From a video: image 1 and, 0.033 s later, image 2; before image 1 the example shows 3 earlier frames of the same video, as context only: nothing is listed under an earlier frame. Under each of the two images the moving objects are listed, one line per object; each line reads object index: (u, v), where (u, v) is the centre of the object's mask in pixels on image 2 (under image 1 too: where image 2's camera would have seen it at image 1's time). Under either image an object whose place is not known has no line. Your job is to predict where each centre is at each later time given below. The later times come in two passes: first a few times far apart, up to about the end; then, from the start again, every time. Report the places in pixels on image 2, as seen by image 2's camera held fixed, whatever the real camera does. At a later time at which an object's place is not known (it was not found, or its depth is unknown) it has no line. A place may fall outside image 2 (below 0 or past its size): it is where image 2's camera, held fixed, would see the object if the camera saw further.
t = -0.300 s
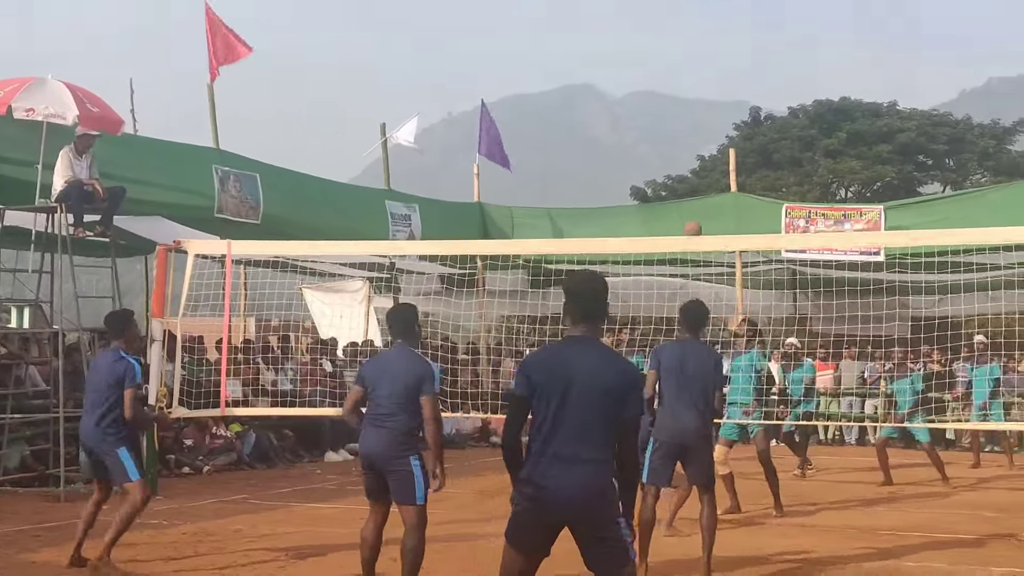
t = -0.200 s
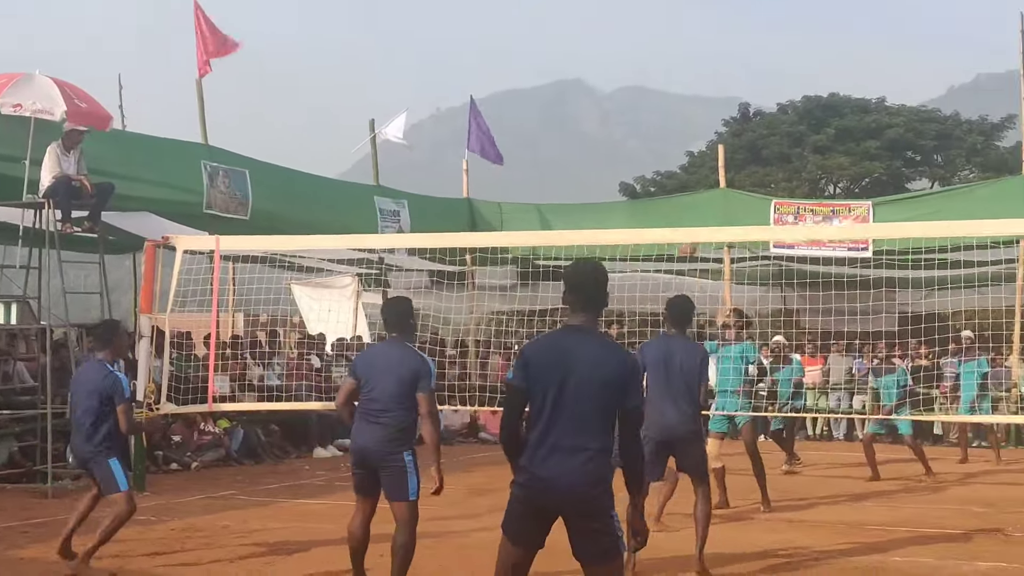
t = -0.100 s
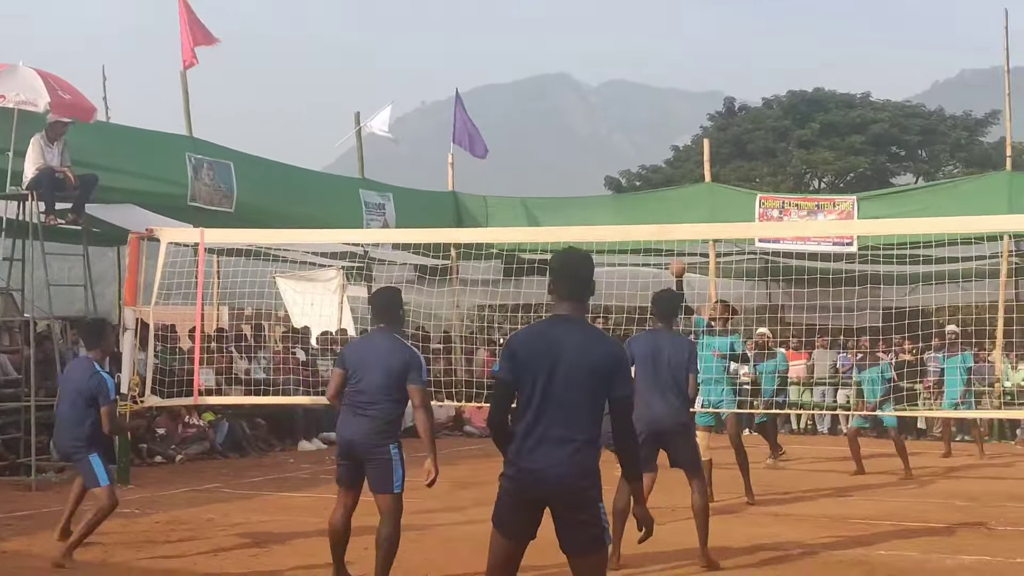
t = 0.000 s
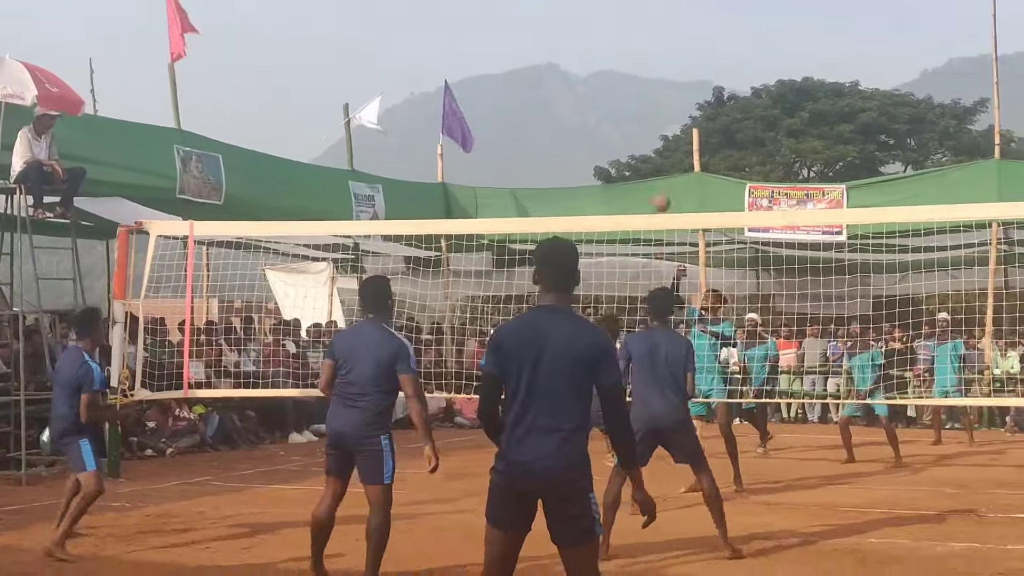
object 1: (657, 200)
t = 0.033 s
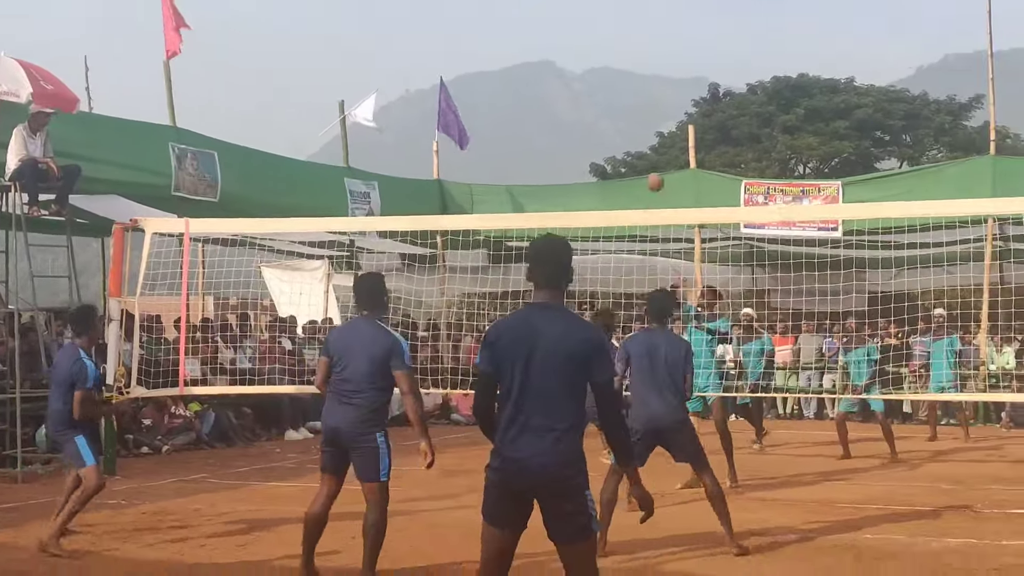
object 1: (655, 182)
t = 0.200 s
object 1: (642, 107)
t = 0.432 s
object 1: (619, 43)
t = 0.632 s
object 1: (594, 42)
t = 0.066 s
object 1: (650, 164)
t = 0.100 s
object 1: (646, 148)
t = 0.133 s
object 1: (646, 135)
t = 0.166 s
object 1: (645, 120)
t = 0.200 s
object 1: (642, 107)
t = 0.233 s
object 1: (639, 95)
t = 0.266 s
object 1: (636, 83)
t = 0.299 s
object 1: (633, 73)
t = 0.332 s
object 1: (630, 64)
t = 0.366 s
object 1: (626, 55)
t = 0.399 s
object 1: (622, 49)
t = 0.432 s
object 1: (619, 43)
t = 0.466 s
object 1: (615, 38)
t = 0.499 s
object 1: (611, 35)
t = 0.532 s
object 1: (607, 34)
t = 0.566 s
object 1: (603, 34)
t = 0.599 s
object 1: (598, 37)
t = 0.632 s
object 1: (594, 42)
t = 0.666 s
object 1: (590, 50)
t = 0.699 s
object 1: (585, 59)
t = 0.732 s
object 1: (579, 73)
